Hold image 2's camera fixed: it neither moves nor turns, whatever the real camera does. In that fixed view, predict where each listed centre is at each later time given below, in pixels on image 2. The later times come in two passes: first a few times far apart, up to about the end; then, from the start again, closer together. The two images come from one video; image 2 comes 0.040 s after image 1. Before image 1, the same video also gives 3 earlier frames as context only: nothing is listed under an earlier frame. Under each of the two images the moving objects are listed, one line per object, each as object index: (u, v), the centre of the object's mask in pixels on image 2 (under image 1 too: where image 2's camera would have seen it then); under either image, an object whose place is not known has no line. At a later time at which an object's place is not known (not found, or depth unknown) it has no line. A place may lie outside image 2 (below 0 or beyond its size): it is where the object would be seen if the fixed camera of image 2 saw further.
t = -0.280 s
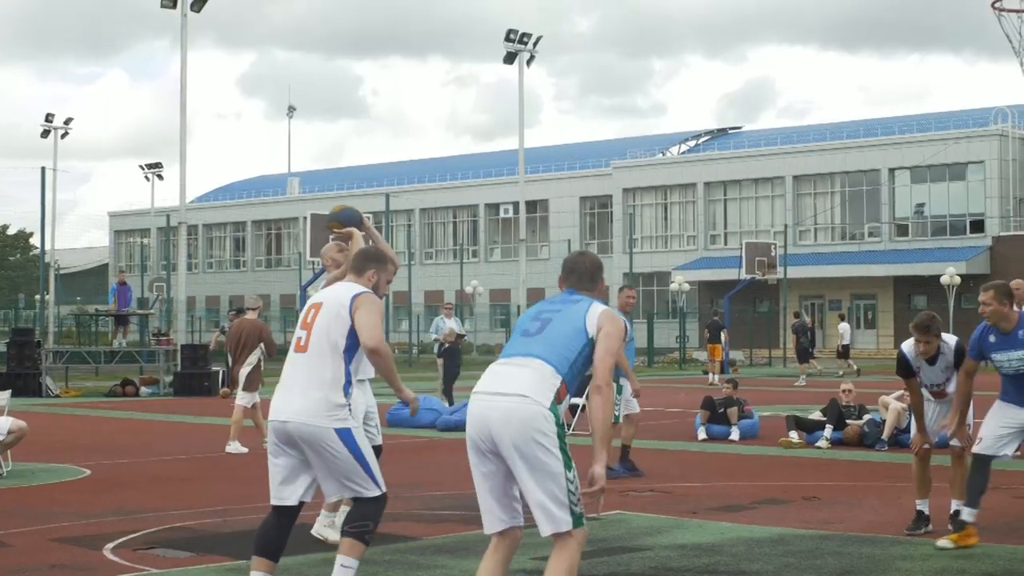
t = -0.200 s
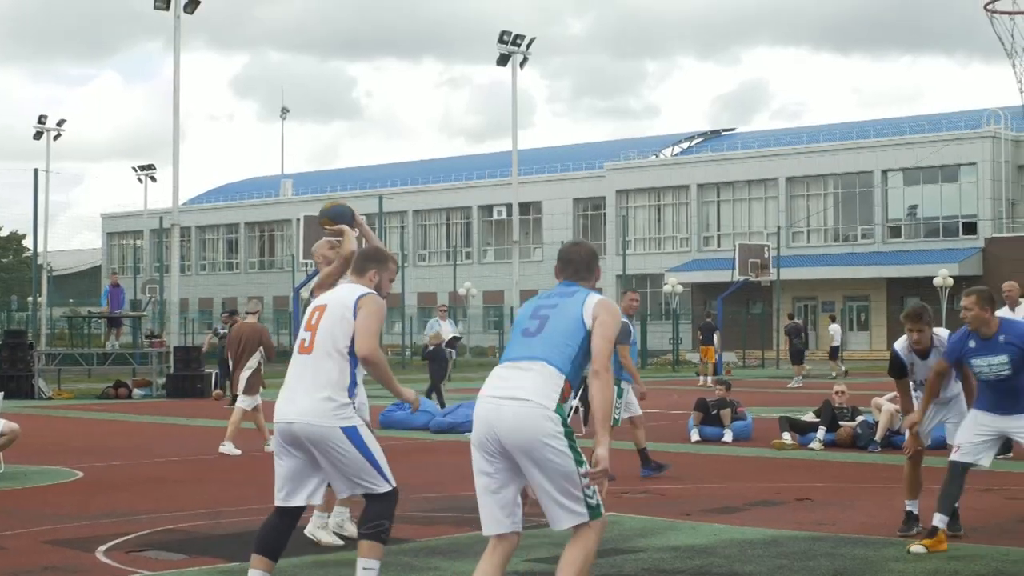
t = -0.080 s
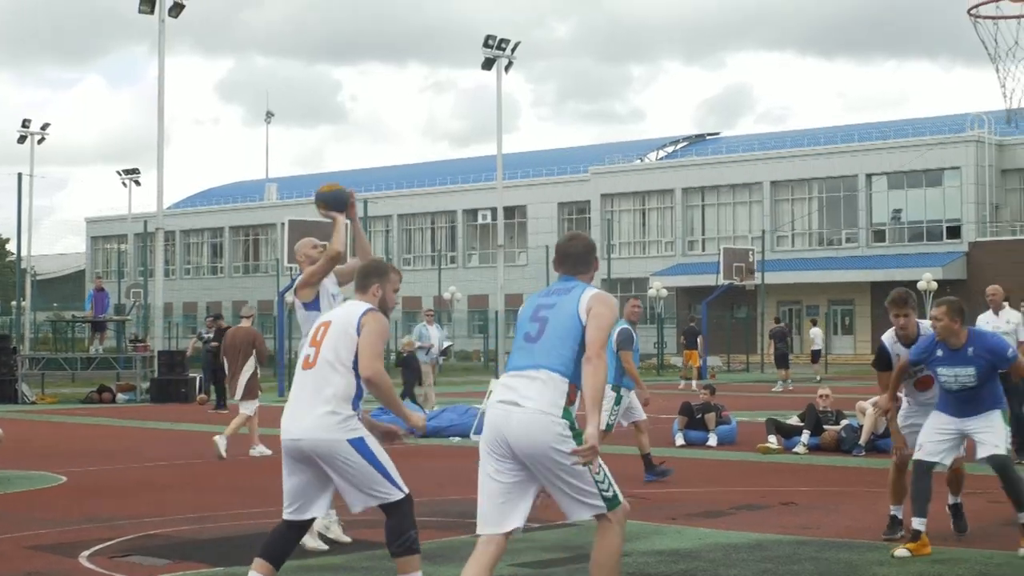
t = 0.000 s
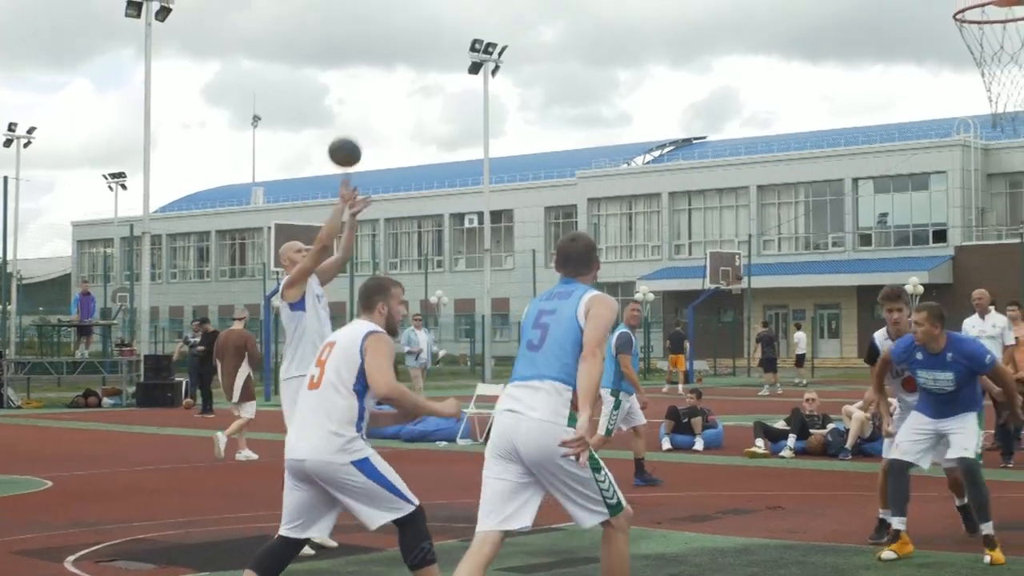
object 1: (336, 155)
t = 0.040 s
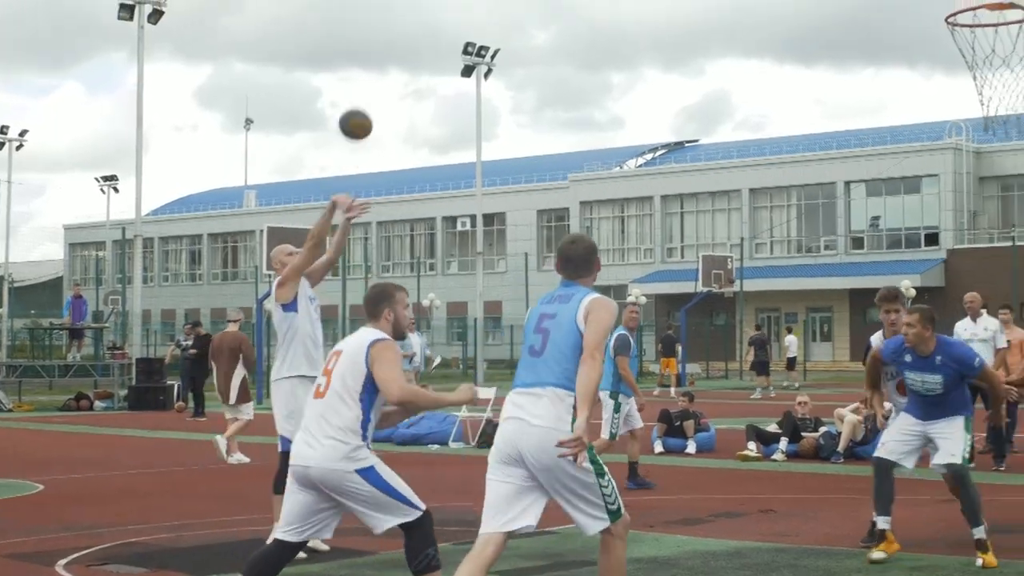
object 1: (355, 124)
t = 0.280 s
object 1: (477, -21)
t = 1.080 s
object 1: (861, 97)
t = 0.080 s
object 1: (375, 96)
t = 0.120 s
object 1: (395, 69)
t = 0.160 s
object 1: (415, 44)
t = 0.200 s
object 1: (436, 21)
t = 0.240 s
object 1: (456, -2)
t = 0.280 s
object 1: (477, -21)
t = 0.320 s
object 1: (498, -37)
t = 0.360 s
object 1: (520, -50)
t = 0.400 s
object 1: (541, -62)
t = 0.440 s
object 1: (563, -74)
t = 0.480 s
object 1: (586, -84)
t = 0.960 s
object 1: (927, 18)
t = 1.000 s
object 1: (920, 42)
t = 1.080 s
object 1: (861, 97)
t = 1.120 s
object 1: (831, 128)
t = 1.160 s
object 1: (804, 161)
